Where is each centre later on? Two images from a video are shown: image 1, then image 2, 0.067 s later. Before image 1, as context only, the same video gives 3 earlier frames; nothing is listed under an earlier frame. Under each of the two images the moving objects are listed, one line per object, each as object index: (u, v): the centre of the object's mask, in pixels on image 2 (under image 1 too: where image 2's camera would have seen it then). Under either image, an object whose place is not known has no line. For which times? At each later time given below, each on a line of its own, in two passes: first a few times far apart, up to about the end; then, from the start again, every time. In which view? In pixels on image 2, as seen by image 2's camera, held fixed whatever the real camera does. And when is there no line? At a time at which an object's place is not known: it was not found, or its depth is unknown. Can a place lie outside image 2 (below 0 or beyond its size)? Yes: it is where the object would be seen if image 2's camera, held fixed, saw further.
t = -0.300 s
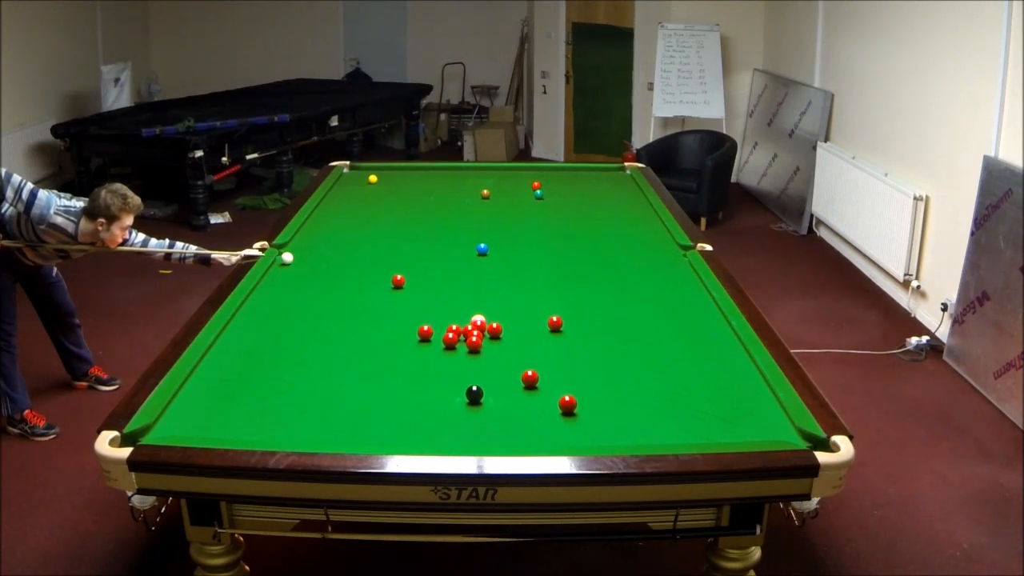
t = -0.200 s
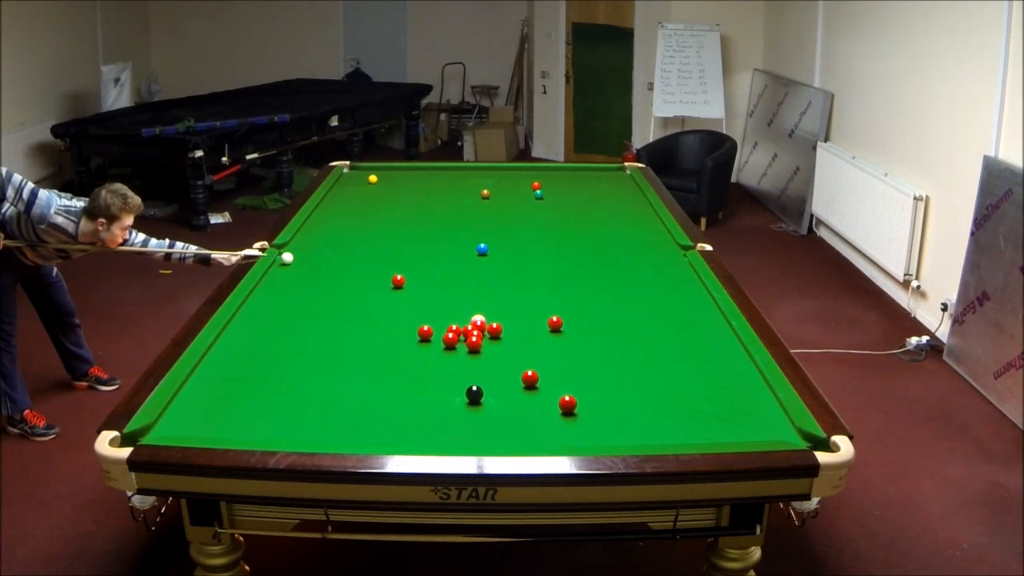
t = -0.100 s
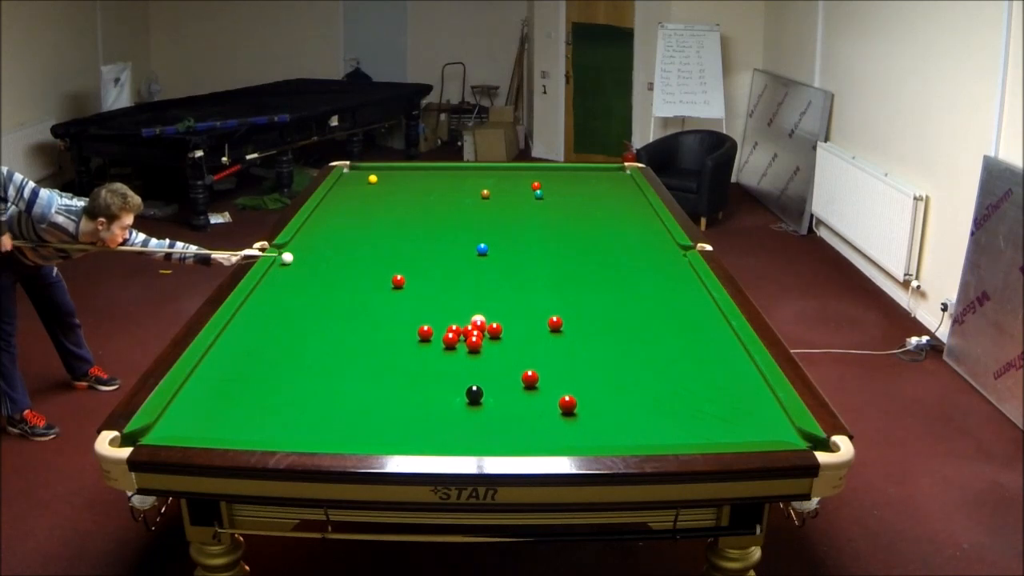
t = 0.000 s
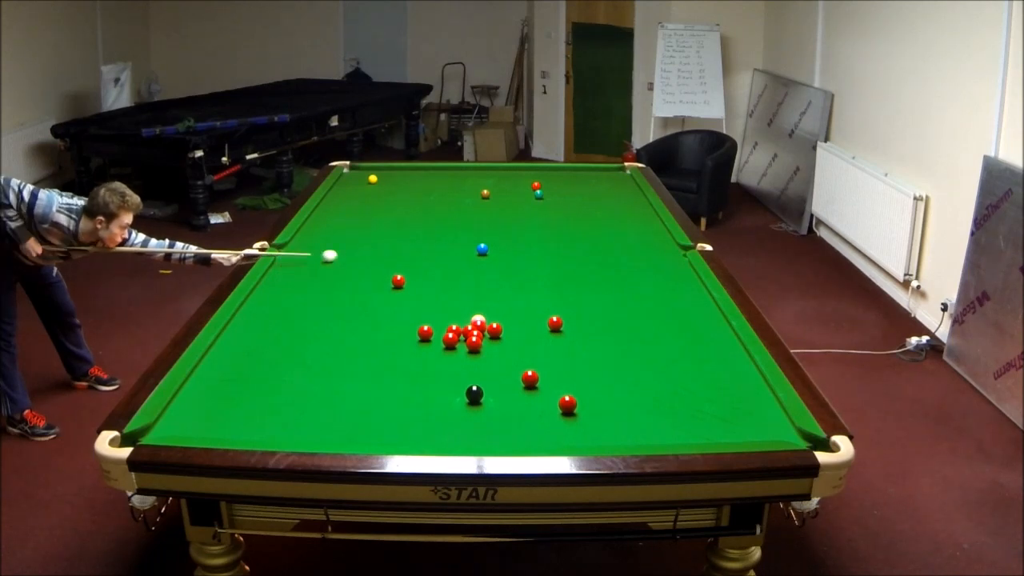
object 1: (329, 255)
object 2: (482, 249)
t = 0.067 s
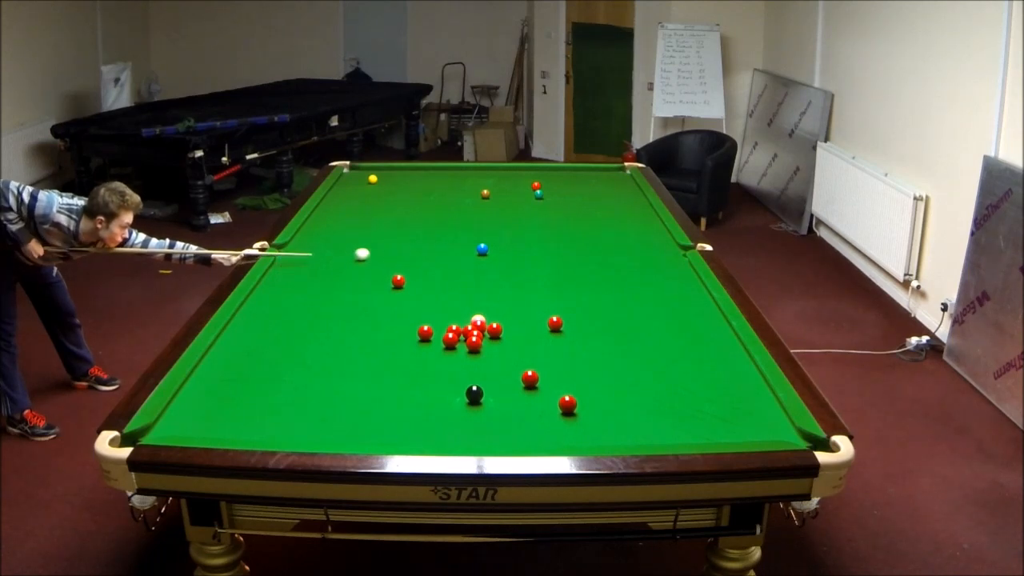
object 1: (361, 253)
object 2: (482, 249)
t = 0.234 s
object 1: (443, 250)
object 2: (482, 249)
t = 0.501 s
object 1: (486, 242)
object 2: (564, 250)
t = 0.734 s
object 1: (514, 236)
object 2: (634, 251)
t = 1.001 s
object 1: (543, 230)
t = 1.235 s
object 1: (567, 224)
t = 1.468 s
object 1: (589, 220)
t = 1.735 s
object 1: (612, 215)
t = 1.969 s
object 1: (631, 211)
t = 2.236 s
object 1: (646, 206)
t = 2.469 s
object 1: (632, 204)
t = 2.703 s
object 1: (620, 201)
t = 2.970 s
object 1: (607, 199)
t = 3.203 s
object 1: (596, 197)
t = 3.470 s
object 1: (584, 194)
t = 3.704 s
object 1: (575, 193)
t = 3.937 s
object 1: (567, 191)
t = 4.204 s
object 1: (558, 189)
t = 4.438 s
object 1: (551, 188)
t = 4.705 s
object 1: (545, 187)
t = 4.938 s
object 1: (544, 186)
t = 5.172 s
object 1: (544, 186)
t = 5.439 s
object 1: (544, 186)
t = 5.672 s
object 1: (543, 186)
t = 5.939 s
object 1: (543, 186)
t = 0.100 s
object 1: (378, 253)
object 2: (482, 249)
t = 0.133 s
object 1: (395, 252)
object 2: (482, 249)
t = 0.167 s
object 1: (410, 251)
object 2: (482, 249)
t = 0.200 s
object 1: (427, 250)
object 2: (482, 249)
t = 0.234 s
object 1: (443, 250)
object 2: (482, 249)
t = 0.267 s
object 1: (458, 249)
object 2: (482, 249)
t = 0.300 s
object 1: (470, 248)
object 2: (486, 249)
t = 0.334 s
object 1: (471, 247)
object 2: (501, 249)
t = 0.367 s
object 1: (473, 246)
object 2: (514, 249)
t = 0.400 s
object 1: (475, 245)
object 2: (527, 249)
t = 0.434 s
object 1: (478, 244)
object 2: (540, 250)
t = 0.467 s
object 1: (482, 243)
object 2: (552, 250)
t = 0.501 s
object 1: (486, 242)
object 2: (564, 250)
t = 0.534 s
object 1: (490, 241)
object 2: (575, 250)
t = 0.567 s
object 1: (494, 240)
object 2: (585, 250)
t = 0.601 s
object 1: (498, 240)
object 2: (595, 250)
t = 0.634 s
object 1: (502, 239)
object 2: (605, 250)
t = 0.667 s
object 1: (506, 238)
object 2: (614, 251)
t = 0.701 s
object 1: (510, 237)
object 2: (624, 251)
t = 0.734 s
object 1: (514, 236)
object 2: (634, 251)
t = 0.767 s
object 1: (518, 235)
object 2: (644, 251)
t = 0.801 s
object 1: (522, 234)
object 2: (653, 251)
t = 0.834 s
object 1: (525, 234)
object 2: (663, 251)
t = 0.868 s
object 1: (529, 233)
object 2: (672, 251)
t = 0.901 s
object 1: (533, 232)
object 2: (681, 251)
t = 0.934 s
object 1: (536, 231)
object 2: (685, 250)
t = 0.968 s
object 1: (540, 230)
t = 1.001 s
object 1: (543, 230)
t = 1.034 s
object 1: (547, 229)
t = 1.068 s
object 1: (550, 228)
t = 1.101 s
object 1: (554, 227)
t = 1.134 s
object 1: (557, 227)
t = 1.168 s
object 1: (561, 226)
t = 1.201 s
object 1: (564, 225)
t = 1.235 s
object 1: (567, 224)
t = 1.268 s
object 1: (570, 224)
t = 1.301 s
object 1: (574, 223)
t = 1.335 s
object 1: (577, 222)
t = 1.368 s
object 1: (580, 222)
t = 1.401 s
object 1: (583, 221)
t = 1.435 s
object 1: (586, 220)
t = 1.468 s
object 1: (589, 220)
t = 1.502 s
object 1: (592, 219)
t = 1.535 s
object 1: (595, 218)
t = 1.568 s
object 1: (598, 218)
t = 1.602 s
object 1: (601, 217)
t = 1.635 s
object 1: (604, 216)
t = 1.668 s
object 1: (607, 216)
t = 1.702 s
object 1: (609, 215)
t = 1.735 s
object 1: (612, 215)
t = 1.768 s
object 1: (615, 214)
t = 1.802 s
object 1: (618, 213)
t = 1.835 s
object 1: (620, 213)
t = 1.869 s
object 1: (623, 212)
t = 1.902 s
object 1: (626, 212)
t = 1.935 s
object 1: (628, 211)
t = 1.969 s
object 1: (631, 211)
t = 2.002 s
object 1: (633, 210)
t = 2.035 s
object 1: (636, 210)
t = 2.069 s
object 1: (638, 209)
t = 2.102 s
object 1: (641, 208)
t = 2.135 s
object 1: (643, 208)
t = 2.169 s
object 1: (646, 207)
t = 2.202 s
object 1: (648, 207)
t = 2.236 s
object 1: (646, 206)
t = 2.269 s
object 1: (644, 206)
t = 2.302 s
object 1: (642, 205)
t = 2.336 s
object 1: (640, 205)
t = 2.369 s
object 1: (638, 205)
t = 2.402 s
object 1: (636, 205)
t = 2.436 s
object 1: (634, 204)
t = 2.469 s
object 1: (632, 204)
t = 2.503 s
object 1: (631, 204)
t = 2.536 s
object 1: (629, 203)
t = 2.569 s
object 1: (627, 203)
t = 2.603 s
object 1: (625, 202)
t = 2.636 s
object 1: (623, 202)
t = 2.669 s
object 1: (621, 202)
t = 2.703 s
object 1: (620, 201)
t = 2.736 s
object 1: (618, 201)
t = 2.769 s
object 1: (616, 201)
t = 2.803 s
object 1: (615, 200)
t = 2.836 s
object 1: (613, 200)
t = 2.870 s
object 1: (611, 200)
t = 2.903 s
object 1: (610, 199)
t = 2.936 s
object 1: (608, 199)
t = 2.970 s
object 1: (607, 199)
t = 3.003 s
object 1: (605, 198)
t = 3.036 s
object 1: (603, 198)
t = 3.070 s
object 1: (602, 198)
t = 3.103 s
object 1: (600, 197)
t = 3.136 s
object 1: (599, 197)
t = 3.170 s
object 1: (597, 197)
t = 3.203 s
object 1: (596, 197)
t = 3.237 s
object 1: (594, 196)
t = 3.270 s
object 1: (593, 196)
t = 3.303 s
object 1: (591, 196)
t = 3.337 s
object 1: (590, 195)
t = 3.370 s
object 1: (588, 195)
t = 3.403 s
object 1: (587, 195)
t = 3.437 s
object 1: (585, 195)
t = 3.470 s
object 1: (584, 194)
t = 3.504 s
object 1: (583, 194)
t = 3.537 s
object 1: (581, 194)
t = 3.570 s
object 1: (580, 194)
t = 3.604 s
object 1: (579, 193)
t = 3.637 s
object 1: (578, 193)
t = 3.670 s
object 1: (576, 193)
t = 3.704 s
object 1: (575, 193)
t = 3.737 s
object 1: (574, 192)
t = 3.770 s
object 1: (573, 192)
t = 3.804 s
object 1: (571, 192)
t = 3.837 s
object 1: (570, 192)
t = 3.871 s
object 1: (569, 192)
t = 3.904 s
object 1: (568, 191)
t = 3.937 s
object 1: (567, 191)
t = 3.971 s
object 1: (566, 191)
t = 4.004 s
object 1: (565, 191)
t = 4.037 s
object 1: (564, 190)
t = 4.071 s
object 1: (562, 190)
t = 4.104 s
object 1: (561, 190)
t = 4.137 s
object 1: (560, 190)
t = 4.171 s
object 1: (560, 189)
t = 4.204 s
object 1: (558, 189)
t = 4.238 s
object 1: (557, 189)
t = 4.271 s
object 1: (556, 189)
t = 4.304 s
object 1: (555, 189)
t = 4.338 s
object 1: (554, 188)
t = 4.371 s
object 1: (553, 188)
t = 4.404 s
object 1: (552, 188)
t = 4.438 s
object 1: (551, 188)
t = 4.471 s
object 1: (550, 188)
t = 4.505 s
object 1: (549, 188)
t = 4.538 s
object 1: (549, 188)
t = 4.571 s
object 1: (548, 187)
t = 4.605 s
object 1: (547, 187)
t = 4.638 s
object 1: (546, 187)
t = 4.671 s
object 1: (545, 187)
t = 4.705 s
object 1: (545, 187)
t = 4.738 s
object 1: (545, 186)
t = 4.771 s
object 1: (545, 186)
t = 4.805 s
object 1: (544, 186)
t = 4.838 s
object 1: (544, 186)
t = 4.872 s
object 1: (544, 186)
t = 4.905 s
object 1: (544, 186)
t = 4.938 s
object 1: (544, 186)
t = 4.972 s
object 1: (544, 186)
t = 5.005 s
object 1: (544, 186)
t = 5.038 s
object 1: (544, 186)
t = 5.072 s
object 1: (544, 186)
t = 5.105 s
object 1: (544, 186)
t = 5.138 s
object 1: (544, 186)
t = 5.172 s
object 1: (544, 186)
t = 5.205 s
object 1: (544, 186)
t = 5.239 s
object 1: (544, 186)
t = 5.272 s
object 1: (544, 186)
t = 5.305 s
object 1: (544, 186)
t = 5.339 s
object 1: (544, 186)
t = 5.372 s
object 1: (543, 186)
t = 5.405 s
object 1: (544, 186)
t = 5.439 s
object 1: (544, 186)
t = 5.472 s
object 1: (544, 186)
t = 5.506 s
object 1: (544, 186)
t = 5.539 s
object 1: (544, 186)
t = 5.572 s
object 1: (544, 186)
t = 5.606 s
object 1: (544, 186)
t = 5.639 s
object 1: (544, 186)
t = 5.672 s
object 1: (543, 186)
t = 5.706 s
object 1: (543, 186)
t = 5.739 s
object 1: (544, 186)
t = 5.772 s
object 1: (544, 186)
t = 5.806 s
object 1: (544, 186)
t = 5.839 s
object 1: (543, 186)
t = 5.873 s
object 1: (543, 186)
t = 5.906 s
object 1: (543, 186)
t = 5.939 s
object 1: (543, 186)
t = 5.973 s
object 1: (543, 186)
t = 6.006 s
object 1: (543, 186)
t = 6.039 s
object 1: (543, 186)
